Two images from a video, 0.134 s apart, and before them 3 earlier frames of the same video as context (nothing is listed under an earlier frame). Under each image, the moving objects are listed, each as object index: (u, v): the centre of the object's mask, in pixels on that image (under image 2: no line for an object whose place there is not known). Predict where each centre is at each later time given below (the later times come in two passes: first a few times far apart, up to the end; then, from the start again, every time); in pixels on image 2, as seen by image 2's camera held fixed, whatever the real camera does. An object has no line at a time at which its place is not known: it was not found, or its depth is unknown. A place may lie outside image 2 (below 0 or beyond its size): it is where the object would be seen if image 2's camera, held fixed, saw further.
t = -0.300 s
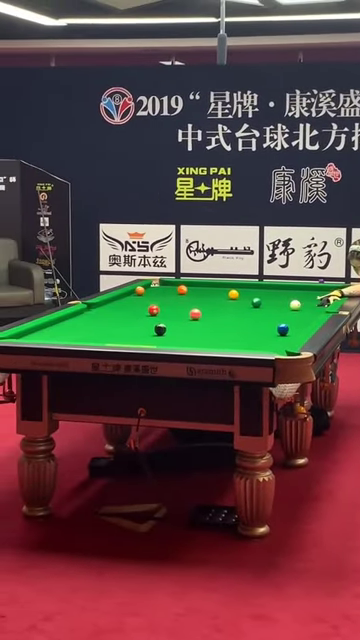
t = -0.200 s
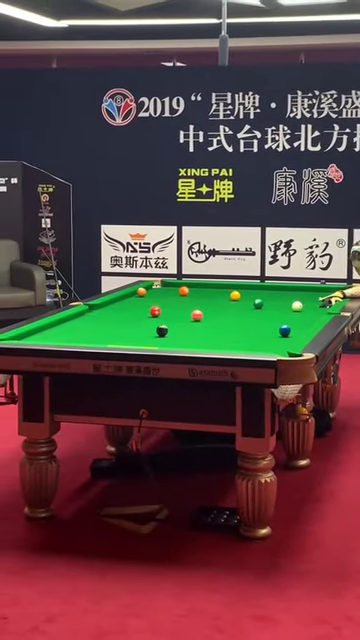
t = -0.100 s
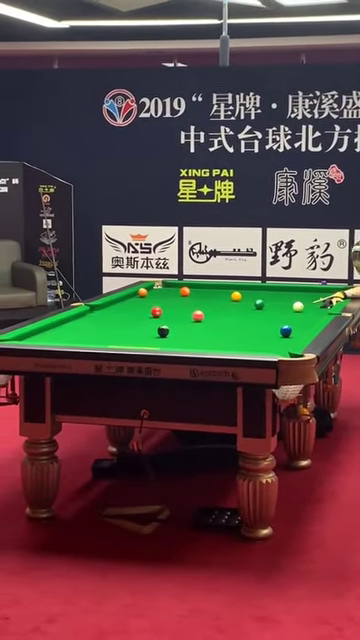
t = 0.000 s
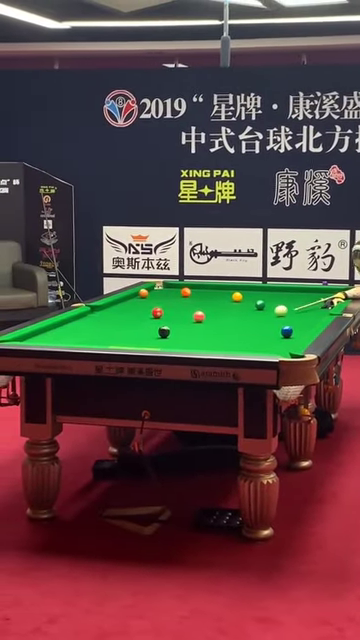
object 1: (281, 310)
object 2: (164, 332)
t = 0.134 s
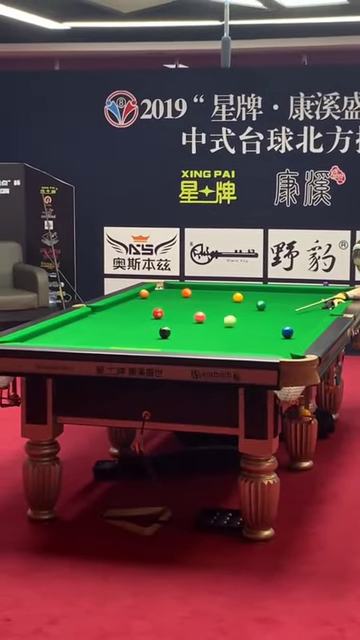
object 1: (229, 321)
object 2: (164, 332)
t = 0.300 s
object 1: (179, 333)
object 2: (145, 334)
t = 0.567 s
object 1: (199, 343)
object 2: (18, 339)
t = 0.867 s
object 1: (223, 349)
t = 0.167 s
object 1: (216, 323)
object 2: (164, 332)
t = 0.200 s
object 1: (202, 326)
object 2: (164, 332)
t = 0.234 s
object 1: (188, 329)
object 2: (164, 332)
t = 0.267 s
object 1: (176, 331)
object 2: (162, 332)
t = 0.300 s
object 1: (179, 333)
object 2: (145, 334)
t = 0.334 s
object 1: (182, 334)
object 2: (128, 335)
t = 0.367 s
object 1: (185, 335)
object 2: (111, 336)
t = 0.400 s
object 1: (188, 337)
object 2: (95, 337)
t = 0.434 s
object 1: (190, 338)
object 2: (78, 338)
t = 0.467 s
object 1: (192, 339)
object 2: (63, 339)
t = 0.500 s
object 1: (195, 340)
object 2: (46, 339)
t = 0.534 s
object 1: (197, 342)
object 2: (31, 339)
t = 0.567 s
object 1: (199, 343)
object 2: (18, 339)
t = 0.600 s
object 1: (202, 343)
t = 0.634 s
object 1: (204, 344)
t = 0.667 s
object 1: (207, 345)
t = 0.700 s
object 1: (209, 345)
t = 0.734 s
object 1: (211, 346)
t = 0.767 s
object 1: (214, 347)
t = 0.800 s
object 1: (216, 348)
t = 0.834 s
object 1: (219, 349)
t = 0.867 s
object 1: (223, 349)
